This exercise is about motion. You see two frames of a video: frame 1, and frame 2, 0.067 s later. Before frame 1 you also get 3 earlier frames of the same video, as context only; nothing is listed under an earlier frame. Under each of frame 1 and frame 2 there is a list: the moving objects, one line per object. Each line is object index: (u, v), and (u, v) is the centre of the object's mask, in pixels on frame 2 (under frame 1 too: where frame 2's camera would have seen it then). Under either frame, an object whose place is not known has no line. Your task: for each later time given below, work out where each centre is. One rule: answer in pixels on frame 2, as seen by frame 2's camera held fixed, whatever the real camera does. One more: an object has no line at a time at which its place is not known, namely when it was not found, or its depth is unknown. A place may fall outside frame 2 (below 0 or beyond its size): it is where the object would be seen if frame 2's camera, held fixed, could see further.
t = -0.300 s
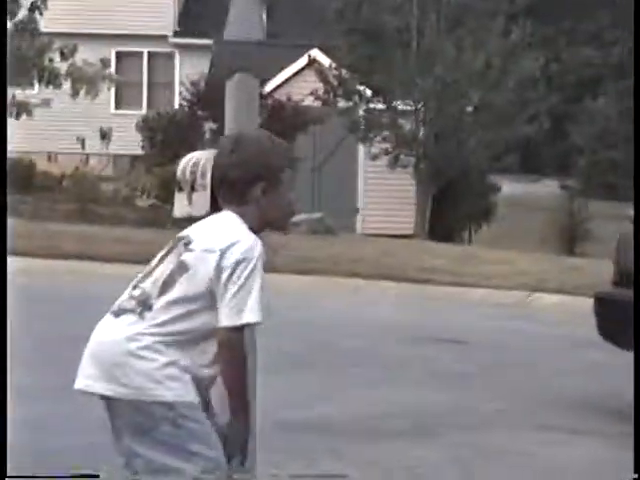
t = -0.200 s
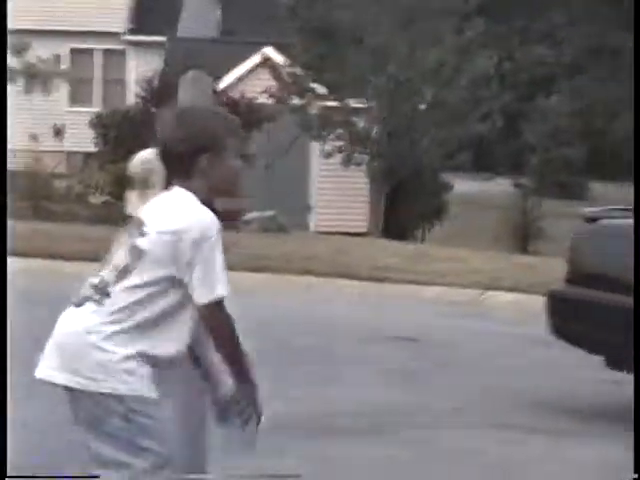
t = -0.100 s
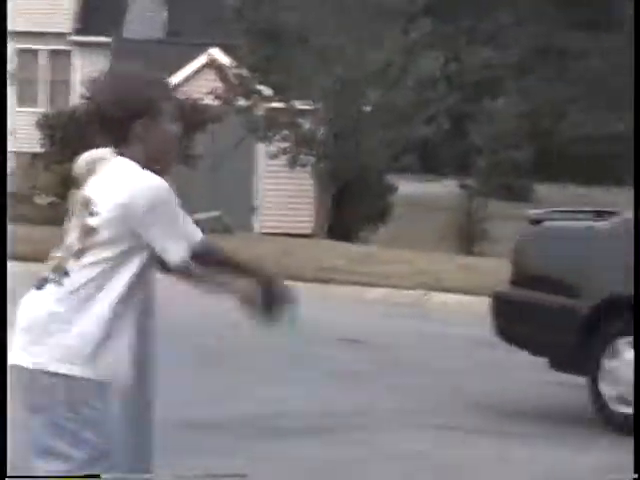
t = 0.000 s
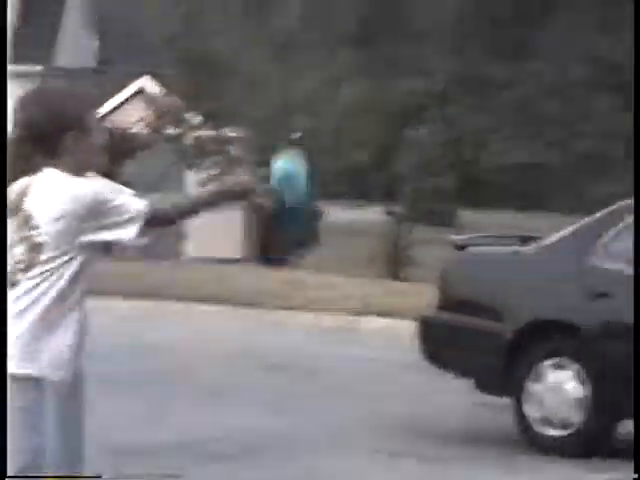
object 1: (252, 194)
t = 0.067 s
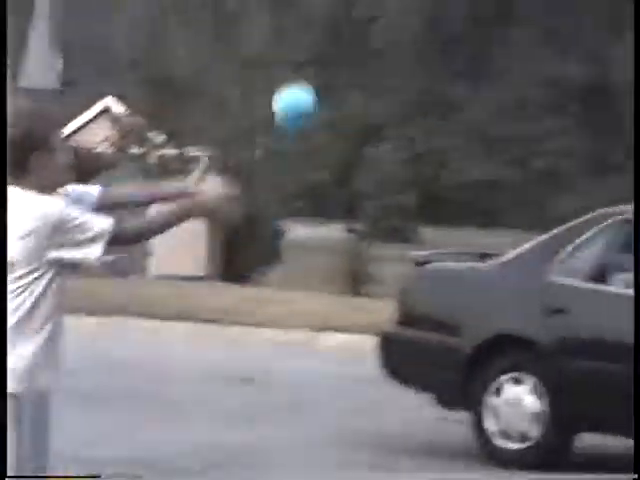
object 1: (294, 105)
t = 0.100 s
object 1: (314, 66)
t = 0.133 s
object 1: (334, 34)
